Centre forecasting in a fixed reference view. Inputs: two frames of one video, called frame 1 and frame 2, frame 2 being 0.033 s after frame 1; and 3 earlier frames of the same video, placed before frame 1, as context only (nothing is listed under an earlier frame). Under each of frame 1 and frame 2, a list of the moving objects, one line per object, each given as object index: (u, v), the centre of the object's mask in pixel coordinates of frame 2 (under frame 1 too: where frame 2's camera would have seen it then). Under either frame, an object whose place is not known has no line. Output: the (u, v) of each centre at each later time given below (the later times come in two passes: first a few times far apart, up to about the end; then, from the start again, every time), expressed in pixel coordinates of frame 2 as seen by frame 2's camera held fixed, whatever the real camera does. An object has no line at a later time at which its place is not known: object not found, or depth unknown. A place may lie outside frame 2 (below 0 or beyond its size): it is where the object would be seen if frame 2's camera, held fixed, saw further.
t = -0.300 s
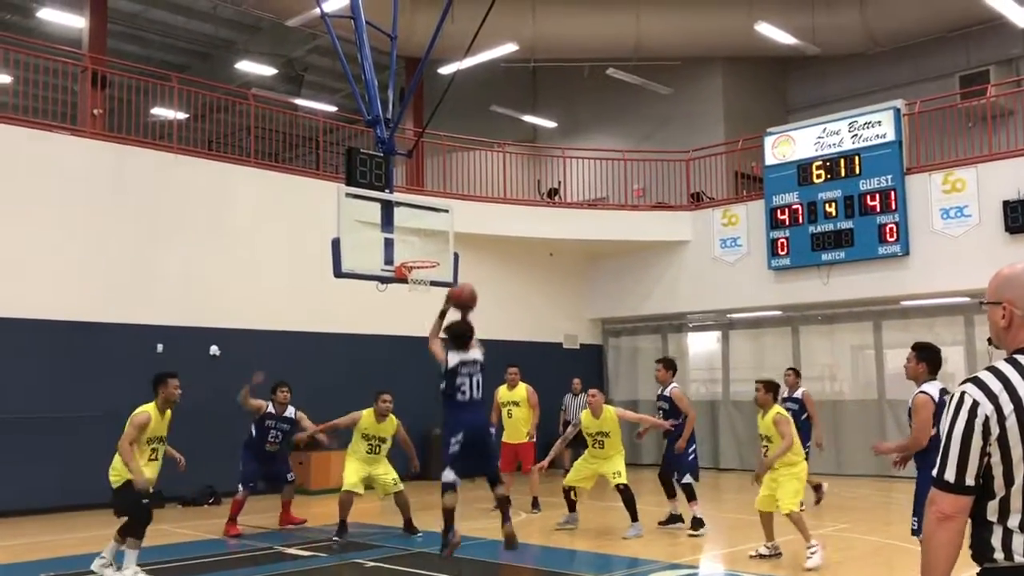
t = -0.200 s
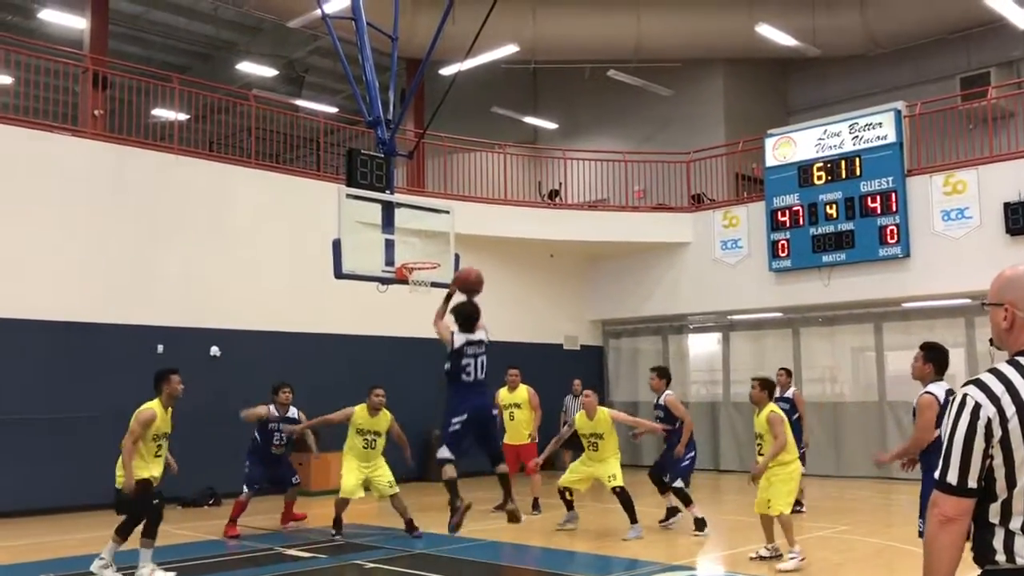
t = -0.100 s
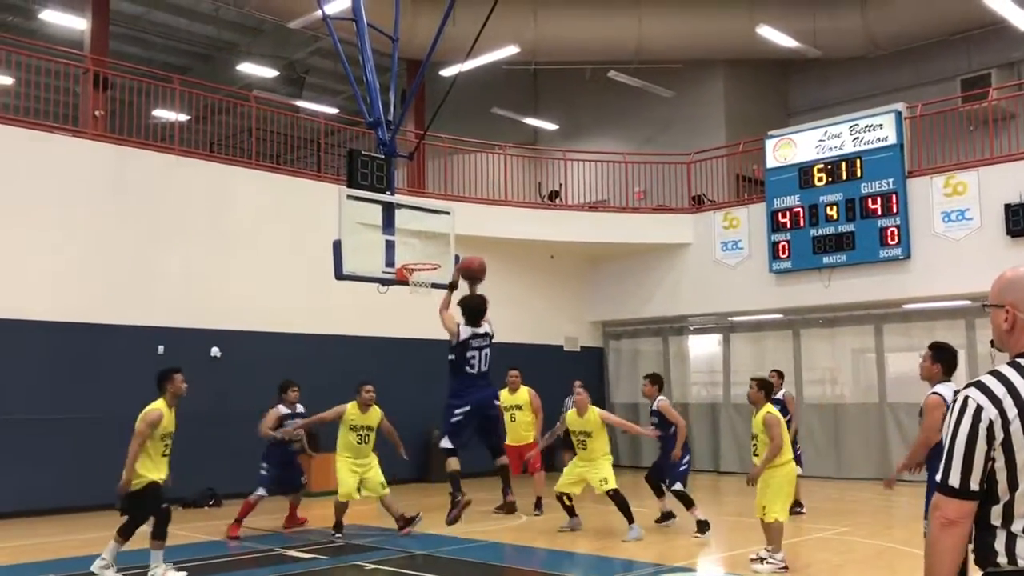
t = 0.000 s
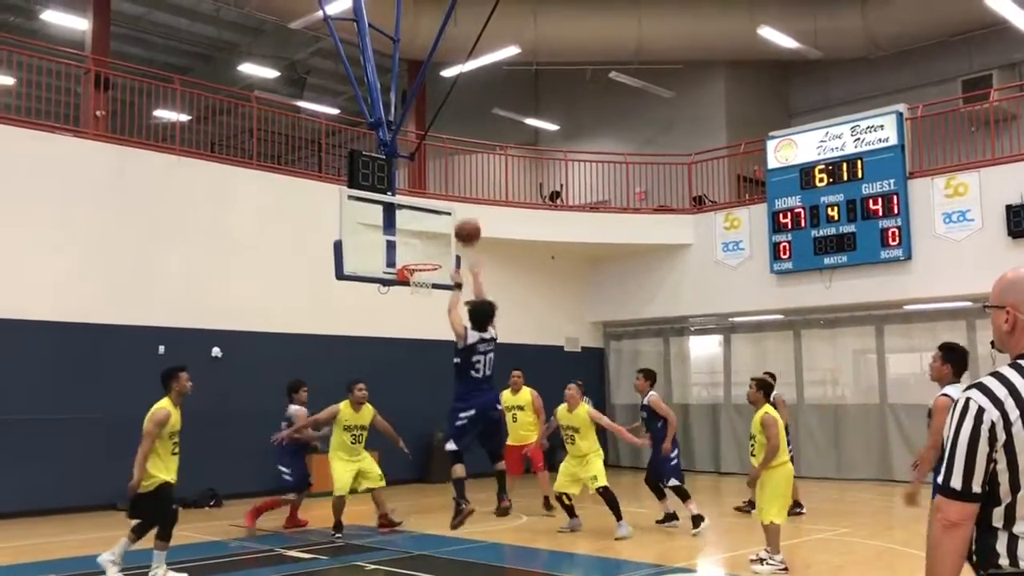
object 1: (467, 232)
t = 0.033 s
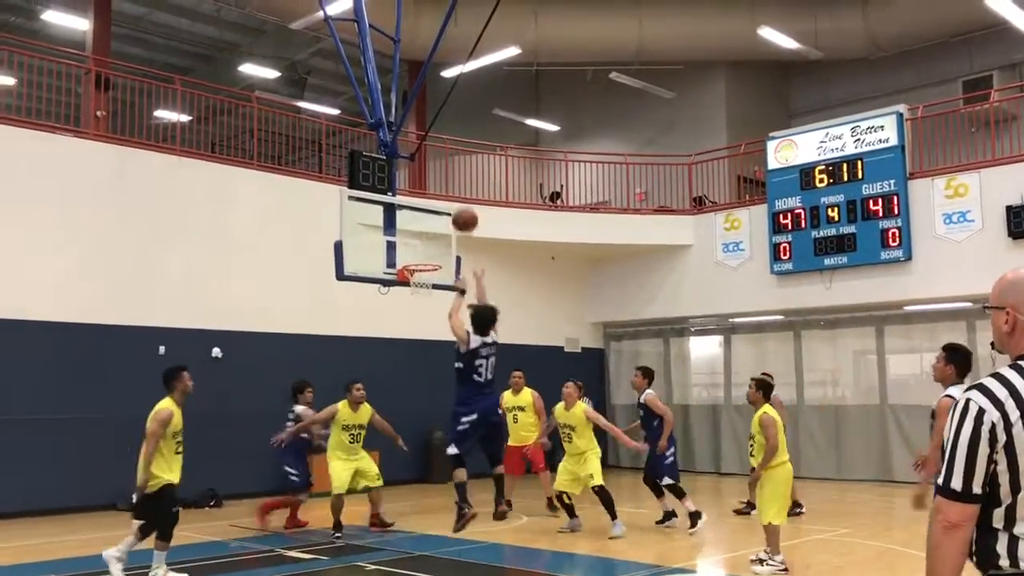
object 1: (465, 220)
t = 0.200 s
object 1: (451, 182)
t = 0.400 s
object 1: (438, 179)
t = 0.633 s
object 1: (425, 213)
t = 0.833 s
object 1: (418, 269)
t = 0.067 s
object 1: (461, 211)
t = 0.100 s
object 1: (459, 201)
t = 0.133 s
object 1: (456, 194)
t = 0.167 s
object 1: (454, 188)
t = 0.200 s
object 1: (451, 182)
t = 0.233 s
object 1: (449, 180)
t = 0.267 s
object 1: (447, 176)
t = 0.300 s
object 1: (445, 176)
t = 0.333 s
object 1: (443, 175)
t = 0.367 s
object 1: (441, 176)
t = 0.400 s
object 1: (438, 179)
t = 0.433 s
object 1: (436, 181)
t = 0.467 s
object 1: (435, 184)
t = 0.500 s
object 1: (431, 189)
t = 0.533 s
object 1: (430, 193)
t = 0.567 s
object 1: (429, 200)
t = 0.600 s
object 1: (426, 205)
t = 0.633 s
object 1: (425, 213)
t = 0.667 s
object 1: (423, 221)
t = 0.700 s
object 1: (421, 230)
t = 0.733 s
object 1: (419, 239)
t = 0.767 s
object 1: (418, 250)
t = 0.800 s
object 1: (416, 258)
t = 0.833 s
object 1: (418, 269)
